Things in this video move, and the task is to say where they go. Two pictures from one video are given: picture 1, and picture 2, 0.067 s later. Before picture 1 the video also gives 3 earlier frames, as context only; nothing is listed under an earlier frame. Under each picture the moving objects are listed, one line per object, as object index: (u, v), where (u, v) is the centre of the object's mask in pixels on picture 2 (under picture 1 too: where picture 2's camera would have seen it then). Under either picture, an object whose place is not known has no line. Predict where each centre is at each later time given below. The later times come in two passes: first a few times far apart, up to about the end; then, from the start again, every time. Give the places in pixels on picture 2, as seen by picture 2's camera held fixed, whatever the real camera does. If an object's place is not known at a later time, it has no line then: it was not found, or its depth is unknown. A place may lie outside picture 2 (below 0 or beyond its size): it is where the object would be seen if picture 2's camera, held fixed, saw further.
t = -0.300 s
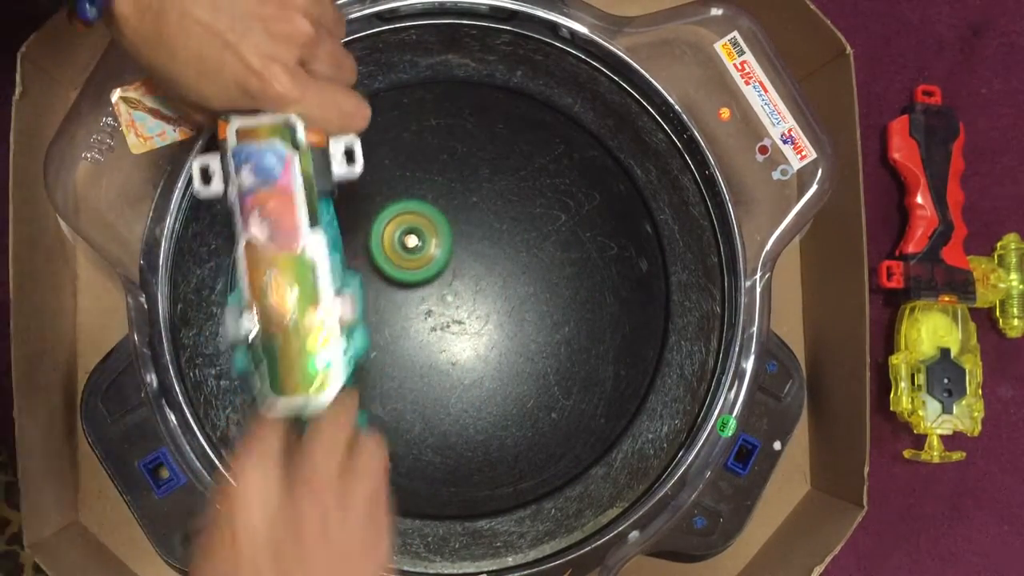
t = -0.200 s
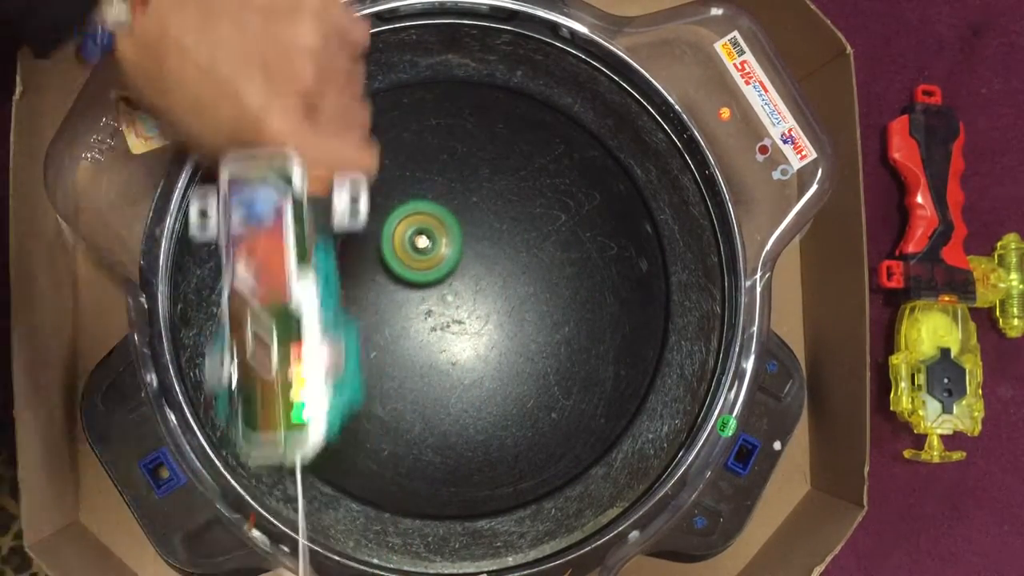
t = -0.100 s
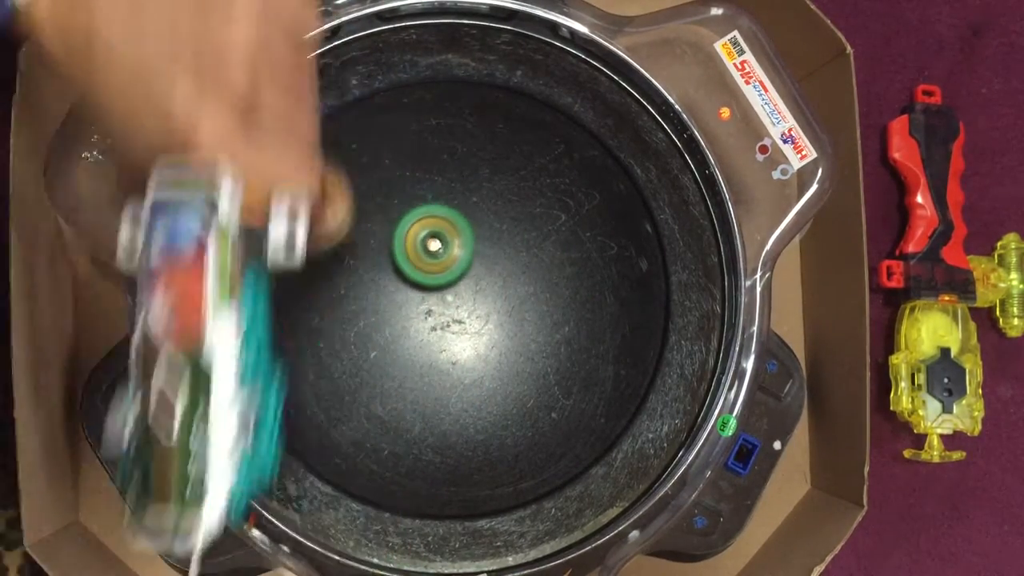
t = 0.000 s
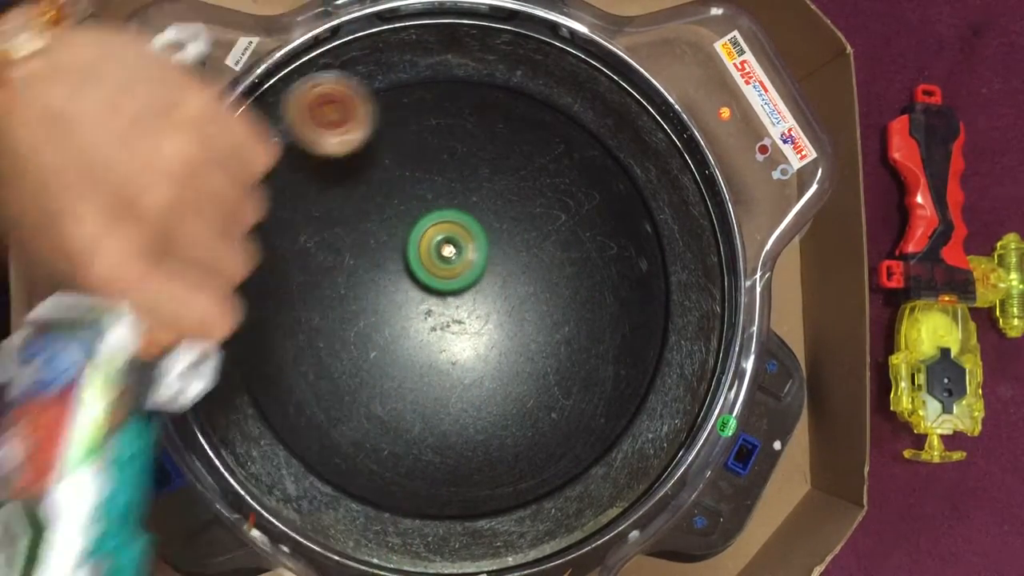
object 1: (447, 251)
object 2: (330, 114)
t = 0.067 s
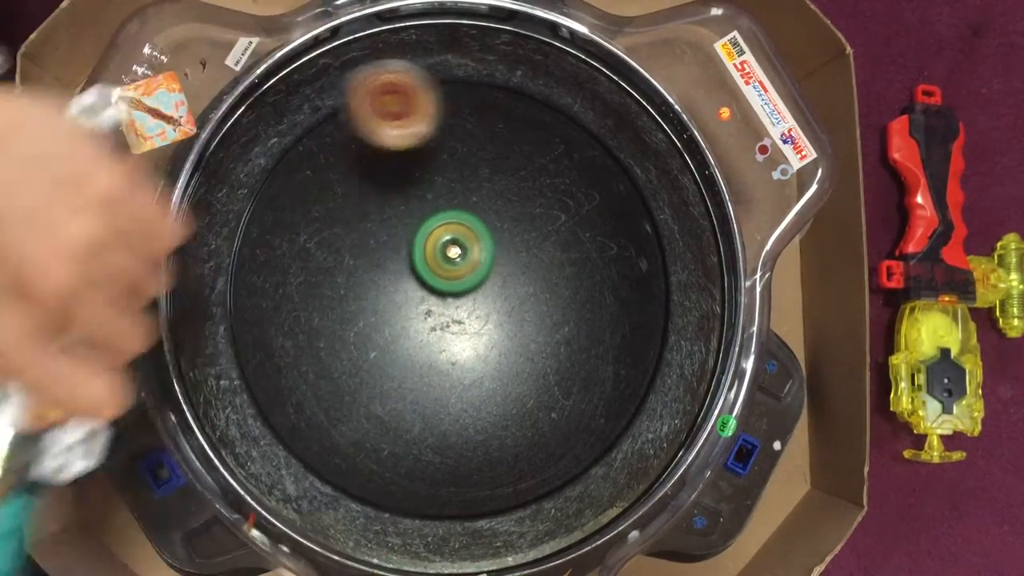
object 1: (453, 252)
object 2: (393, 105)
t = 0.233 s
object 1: (470, 257)
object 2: (536, 160)
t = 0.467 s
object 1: (499, 258)
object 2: (566, 343)
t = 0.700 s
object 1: (516, 263)
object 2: (457, 375)
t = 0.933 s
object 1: (515, 275)
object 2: (421, 292)
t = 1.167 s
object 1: (498, 302)
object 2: (386, 233)
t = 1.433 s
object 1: (479, 339)
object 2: (355, 244)
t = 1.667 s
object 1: (466, 353)
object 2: (384, 275)
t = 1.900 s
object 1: (450, 352)
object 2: (456, 253)
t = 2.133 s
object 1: (432, 341)
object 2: (489, 212)
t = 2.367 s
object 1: (416, 320)
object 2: (472, 193)
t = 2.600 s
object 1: (409, 307)
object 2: (457, 228)
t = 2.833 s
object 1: (399, 328)
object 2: (503, 247)
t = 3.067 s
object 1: (436, 301)
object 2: (529, 266)
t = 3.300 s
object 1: (402, 285)
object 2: (582, 268)
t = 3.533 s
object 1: (414, 282)
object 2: (543, 258)
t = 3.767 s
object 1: (399, 271)
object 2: (529, 296)
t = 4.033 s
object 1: (393, 271)
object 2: (518, 349)
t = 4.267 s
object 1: (418, 272)
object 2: (514, 364)
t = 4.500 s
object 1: (444, 251)
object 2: (500, 365)
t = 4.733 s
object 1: (433, 208)
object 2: (481, 372)
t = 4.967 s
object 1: (445, 241)
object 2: (465, 346)
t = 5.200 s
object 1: (466, 240)
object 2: (410, 360)
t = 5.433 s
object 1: (482, 273)
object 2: (382, 357)
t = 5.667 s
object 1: (496, 312)
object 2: (393, 342)
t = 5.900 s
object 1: (515, 343)
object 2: (403, 309)
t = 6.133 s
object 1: (516, 353)
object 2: (414, 250)
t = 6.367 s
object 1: (493, 348)
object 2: (410, 215)
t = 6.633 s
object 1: (447, 330)
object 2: (419, 240)
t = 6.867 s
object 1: (424, 348)
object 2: (437, 228)
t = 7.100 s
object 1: (417, 346)
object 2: (465, 235)
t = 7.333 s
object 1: (396, 339)
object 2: (493, 241)
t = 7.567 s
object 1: (384, 340)
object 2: (518, 243)
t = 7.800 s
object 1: (404, 310)
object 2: (486, 271)
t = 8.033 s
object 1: (413, 287)
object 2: (499, 295)
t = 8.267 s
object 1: (411, 268)
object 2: (500, 335)
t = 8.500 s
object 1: (432, 260)
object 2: (489, 333)
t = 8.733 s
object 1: (451, 263)
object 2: (458, 358)
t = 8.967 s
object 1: (476, 258)
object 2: (444, 374)
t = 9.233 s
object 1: (495, 274)
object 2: (445, 358)
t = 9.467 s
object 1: (504, 272)
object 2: (419, 348)
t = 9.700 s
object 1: (525, 275)
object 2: (389, 340)
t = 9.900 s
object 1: (521, 279)
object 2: (393, 327)
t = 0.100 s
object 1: (455, 252)
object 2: (426, 108)
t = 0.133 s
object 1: (458, 253)
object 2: (461, 115)
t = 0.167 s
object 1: (462, 255)
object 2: (491, 127)
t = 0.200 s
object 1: (466, 256)
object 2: (518, 141)
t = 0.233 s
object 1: (470, 257)
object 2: (536, 160)
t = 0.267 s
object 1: (474, 257)
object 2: (552, 184)
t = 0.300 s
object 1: (479, 258)
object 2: (565, 211)
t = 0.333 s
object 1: (484, 259)
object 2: (575, 240)
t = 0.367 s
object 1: (489, 259)
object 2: (581, 270)
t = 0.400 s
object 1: (493, 258)
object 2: (579, 295)
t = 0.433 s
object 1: (496, 257)
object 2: (576, 321)
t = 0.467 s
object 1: (499, 258)
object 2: (566, 343)
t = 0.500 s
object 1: (502, 259)
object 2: (554, 362)
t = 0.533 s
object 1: (505, 260)
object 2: (538, 376)
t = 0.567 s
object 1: (508, 261)
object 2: (521, 387)
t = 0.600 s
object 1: (510, 261)
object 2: (504, 391)
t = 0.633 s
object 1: (513, 262)
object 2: (486, 390)
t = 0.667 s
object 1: (515, 263)
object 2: (470, 385)
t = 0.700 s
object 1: (516, 263)
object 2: (457, 375)
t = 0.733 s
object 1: (517, 264)
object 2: (446, 363)
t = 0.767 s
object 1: (517, 265)
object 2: (439, 351)
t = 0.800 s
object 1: (517, 267)
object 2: (434, 339)
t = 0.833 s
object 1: (517, 269)
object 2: (431, 327)
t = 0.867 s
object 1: (516, 271)
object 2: (427, 315)
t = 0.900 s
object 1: (515, 273)
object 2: (425, 305)
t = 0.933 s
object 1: (515, 275)
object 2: (421, 292)
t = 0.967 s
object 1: (513, 278)
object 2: (417, 281)
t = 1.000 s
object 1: (511, 281)
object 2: (413, 270)
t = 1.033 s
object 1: (509, 284)
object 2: (408, 260)
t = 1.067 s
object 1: (507, 288)
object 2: (403, 251)
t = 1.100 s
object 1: (504, 292)
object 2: (399, 244)
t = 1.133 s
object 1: (501, 297)
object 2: (392, 238)
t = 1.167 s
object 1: (498, 302)
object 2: (386, 233)
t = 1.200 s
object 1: (496, 307)
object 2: (381, 230)
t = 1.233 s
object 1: (493, 312)
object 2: (375, 228)
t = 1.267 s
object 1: (491, 317)
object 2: (370, 228)
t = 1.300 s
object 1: (488, 322)
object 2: (365, 229)
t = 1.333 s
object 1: (486, 326)
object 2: (361, 231)
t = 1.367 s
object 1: (483, 331)
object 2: (358, 234)
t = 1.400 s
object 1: (481, 335)
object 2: (356, 239)
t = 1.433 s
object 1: (479, 339)
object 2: (355, 244)
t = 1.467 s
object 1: (477, 342)
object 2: (354, 250)
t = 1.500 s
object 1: (475, 345)
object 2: (355, 256)
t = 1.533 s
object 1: (473, 347)
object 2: (357, 262)
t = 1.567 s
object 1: (472, 349)
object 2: (362, 268)
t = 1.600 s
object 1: (470, 351)
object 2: (366, 272)
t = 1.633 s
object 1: (468, 352)
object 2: (373, 274)
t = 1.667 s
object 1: (466, 353)
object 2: (384, 275)
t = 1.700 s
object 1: (464, 354)
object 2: (394, 275)
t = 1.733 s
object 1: (462, 354)
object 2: (406, 273)
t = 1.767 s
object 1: (459, 354)
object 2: (417, 270)
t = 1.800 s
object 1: (457, 354)
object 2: (427, 267)
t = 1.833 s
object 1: (454, 354)
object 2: (438, 263)
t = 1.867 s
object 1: (452, 353)
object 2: (448, 258)
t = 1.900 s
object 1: (450, 352)
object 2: (456, 253)
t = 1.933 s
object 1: (447, 351)
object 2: (464, 248)
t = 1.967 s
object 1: (444, 350)
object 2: (470, 242)
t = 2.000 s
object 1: (442, 349)
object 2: (477, 235)
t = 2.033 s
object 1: (440, 347)
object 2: (481, 229)
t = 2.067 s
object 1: (437, 346)
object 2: (485, 223)
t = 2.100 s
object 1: (435, 343)
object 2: (487, 218)
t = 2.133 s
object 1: (432, 341)
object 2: (489, 212)
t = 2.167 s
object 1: (430, 338)
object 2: (489, 208)
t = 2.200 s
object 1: (428, 335)
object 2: (489, 204)
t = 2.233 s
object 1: (425, 332)
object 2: (487, 200)
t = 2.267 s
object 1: (423, 328)
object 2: (484, 197)
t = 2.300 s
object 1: (420, 325)
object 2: (481, 195)
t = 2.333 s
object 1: (418, 323)
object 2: (477, 193)
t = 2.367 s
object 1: (416, 320)
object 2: (472, 193)
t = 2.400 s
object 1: (414, 317)
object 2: (468, 196)
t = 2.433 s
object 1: (413, 316)
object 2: (464, 200)
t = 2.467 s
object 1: (412, 314)
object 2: (461, 206)
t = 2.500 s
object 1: (411, 311)
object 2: (459, 212)
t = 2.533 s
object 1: (411, 309)
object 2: (457, 218)
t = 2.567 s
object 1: (411, 307)
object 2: (455, 224)
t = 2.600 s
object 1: (409, 307)
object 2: (457, 228)
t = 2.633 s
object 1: (399, 315)
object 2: (467, 226)
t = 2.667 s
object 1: (394, 320)
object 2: (475, 227)
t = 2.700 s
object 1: (391, 324)
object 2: (481, 229)
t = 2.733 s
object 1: (390, 327)
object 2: (488, 234)
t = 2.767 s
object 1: (392, 329)
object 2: (493, 239)
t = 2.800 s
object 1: (395, 329)
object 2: (498, 243)
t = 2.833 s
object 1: (399, 328)
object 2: (503, 247)
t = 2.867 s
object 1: (404, 326)
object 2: (508, 251)
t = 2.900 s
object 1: (410, 323)
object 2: (512, 254)
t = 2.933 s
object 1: (415, 319)
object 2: (516, 257)
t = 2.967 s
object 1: (421, 316)
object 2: (520, 259)
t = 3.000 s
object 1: (426, 311)
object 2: (523, 262)
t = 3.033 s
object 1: (432, 306)
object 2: (526, 264)
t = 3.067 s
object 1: (436, 301)
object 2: (529, 266)
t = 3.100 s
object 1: (441, 297)
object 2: (530, 267)
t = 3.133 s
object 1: (445, 293)
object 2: (532, 268)
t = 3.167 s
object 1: (441, 290)
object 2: (543, 268)
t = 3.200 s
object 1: (426, 288)
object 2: (561, 269)
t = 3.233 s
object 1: (415, 286)
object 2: (575, 270)
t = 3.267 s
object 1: (407, 286)
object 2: (581, 270)
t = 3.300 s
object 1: (402, 285)
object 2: (582, 268)
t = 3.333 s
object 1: (399, 284)
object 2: (582, 265)
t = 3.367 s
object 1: (398, 285)
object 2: (578, 260)
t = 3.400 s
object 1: (399, 285)
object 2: (573, 257)
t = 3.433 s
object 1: (402, 284)
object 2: (566, 255)
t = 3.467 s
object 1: (405, 284)
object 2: (559, 255)
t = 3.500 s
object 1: (409, 283)
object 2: (551, 256)
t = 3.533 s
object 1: (414, 282)
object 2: (543, 258)
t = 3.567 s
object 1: (418, 280)
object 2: (535, 260)
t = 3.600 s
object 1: (423, 278)
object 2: (528, 262)
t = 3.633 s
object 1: (428, 277)
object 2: (520, 266)
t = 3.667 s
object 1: (427, 275)
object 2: (518, 271)
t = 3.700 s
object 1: (413, 273)
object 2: (525, 278)
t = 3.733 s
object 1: (404, 272)
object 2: (529, 288)
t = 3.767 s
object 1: (399, 271)
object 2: (529, 296)
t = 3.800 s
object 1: (395, 270)
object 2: (528, 304)
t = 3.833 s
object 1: (392, 270)
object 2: (526, 312)
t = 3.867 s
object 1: (390, 270)
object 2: (525, 319)
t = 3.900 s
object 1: (389, 270)
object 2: (523, 326)
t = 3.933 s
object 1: (389, 270)
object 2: (522, 333)
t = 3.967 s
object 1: (390, 270)
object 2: (520, 339)
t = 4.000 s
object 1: (391, 270)
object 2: (519, 344)
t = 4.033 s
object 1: (393, 271)
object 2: (518, 349)
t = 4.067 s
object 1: (396, 271)
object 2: (517, 353)
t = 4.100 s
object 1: (399, 271)
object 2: (516, 358)
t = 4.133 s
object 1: (402, 271)
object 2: (516, 360)
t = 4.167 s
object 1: (405, 271)
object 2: (516, 362)
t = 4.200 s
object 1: (410, 271)
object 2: (516, 364)
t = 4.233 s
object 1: (414, 272)
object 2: (515, 365)
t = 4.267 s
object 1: (418, 272)
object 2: (514, 364)
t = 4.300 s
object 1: (423, 272)
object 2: (512, 362)
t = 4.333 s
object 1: (429, 273)
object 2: (510, 359)
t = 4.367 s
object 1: (434, 273)
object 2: (507, 355)
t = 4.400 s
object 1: (439, 273)
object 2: (503, 352)
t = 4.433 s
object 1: (443, 274)
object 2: (499, 349)
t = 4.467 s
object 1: (447, 270)
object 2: (498, 350)
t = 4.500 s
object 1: (444, 251)
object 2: (500, 365)
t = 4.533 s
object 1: (443, 235)
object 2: (499, 374)
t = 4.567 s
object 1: (440, 224)
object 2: (497, 380)
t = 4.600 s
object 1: (438, 216)
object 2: (493, 382)
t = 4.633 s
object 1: (436, 210)
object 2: (490, 382)
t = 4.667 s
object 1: (435, 207)
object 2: (487, 379)
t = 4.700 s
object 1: (433, 207)
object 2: (484, 376)
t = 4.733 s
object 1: (433, 208)
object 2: (481, 372)
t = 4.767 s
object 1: (433, 211)
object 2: (478, 368)
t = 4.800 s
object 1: (434, 214)
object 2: (475, 363)
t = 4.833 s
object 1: (435, 219)
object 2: (473, 359)
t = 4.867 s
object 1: (437, 224)
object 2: (470, 354)
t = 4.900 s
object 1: (439, 229)
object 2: (469, 351)
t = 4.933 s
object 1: (442, 235)
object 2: (467, 348)
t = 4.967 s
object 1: (445, 241)
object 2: (465, 346)
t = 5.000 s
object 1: (448, 246)
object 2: (460, 342)
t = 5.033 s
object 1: (452, 250)
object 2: (452, 341)
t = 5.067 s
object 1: (457, 243)
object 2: (443, 351)
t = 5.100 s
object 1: (460, 239)
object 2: (435, 357)
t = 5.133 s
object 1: (463, 238)
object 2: (426, 360)
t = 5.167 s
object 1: (465, 238)
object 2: (418, 361)
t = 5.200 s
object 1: (466, 240)
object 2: (410, 360)
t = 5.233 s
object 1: (468, 243)
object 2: (405, 360)
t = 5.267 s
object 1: (469, 247)
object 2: (399, 359)
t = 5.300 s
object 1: (472, 252)
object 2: (395, 359)
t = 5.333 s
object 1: (475, 257)
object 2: (390, 359)
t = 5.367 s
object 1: (477, 262)
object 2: (387, 358)
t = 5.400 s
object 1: (480, 268)
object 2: (384, 358)
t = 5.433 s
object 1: (482, 273)
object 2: (382, 357)
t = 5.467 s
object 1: (485, 279)
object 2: (381, 356)
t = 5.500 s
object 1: (488, 285)
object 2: (380, 355)
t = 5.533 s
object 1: (490, 291)
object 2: (381, 353)
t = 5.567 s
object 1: (491, 296)
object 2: (382, 352)
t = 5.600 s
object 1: (493, 302)
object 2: (385, 349)
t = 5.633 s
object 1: (494, 307)
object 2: (389, 346)
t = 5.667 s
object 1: (496, 312)
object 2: (393, 342)
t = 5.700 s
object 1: (496, 317)
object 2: (398, 337)
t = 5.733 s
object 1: (497, 322)
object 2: (402, 334)
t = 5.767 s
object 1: (497, 327)
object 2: (407, 331)
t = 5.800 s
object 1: (499, 331)
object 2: (410, 328)
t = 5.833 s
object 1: (505, 336)
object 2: (406, 324)
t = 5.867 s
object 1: (510, 340)
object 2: (403, 317)
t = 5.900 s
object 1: (515, 343)
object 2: (403, 309)
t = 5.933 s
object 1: (516, 346)
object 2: (404, 300)
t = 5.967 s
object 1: (518, 348)
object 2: (406, 291)
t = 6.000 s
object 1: (519, 350)
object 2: (408, 281)
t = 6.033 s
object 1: (519, 351)
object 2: (409, 274)
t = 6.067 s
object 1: (518, 352)
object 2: (412, 265)
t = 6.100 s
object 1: (518, 353)
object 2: (413, 258)
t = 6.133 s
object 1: (516, 353)
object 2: (414, 250)
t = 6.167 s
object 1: (515, 353)
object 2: (414, 244)
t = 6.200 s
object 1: (513, 353)
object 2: (414, 237)
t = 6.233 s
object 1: (511, 352)
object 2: (413, 232)
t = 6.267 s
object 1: (507, 351)
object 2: (413, 226)
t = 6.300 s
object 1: (502, 350)
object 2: (413, 222)
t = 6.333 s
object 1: (498, 349)
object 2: (411, 218)
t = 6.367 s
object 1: (493, 348)
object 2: (410, 215)
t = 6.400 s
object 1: (488, 346)
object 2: (409, 214)
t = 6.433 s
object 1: (482, 344)
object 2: (407, 215)
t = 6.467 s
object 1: (477, 342)
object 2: (407, 218)
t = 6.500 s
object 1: (471, 340)
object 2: (408, 221)
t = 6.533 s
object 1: (465, 338)
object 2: (410, 225)
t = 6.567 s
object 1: (459, 335)
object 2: (413, 230)
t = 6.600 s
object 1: (453, 332)
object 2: (416, 235)
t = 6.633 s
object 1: (447, 330)
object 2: (419, 240)
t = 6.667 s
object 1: (442, 329)
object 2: (421, 243)
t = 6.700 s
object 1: (438, 331)
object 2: (423, 241)
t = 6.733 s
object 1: (436, 331)
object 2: (425, 241)
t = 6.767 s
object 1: (433, 330)
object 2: (427, 242)
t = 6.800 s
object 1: (429, 333)
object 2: (429, 240)
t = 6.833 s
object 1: (426, 342)
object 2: (433, 232)
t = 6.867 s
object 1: (424, 348)
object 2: (437, 228)
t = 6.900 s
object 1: (423, 351)
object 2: (443, 227)
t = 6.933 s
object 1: (422, 352)
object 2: (450, 227)
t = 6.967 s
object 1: (421, 353)
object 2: (456, 227)
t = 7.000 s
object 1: (419, 352)
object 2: (460, 227)
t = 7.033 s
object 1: (418, 350)
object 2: (463, 228)
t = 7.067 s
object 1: (418, 348)
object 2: (464, 231)
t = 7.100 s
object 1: (417, 346)
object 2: (465, 235)
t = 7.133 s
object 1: (416, 344)
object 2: (466, 239)
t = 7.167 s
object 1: (416, 340)
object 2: (465, 243)
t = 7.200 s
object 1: (416, 336)
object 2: (465, 247)
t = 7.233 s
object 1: (417, 332)
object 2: (465, 251)
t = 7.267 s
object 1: (418, 328)
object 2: (465, 254)
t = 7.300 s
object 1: (408, 332)
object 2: (475, 249)
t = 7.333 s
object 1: (396, 339)
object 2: (493, 241)
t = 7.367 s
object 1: (388, 344)
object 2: (507, 237)
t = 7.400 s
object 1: (384, 346)
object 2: (518, 235)
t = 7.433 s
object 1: (383, 346)
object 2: (525, 235)
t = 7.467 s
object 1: (383, 346)
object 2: (529, 236)
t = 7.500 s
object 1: (383, 345)
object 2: (529, 238)
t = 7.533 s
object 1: (383, 342)
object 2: (525, 241)
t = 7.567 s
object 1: (384, 340)
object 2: (518, 243)
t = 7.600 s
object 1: (385, 337)
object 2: (511, 245)
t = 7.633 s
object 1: (387, 332)
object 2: (505, 248)
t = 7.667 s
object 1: (389, 328)
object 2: (499, 251)
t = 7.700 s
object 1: (392, 324)
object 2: (495, 254)
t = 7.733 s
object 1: (395, 319)
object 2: (491, 259)
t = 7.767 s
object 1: (399, 315)
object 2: (488, 265)
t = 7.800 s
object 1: (404, 310)
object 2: (486, 271)
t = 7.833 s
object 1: (404, 306)
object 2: (489, 278)
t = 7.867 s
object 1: (403, 303)
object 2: (493, 285)
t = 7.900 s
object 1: (403, 300)
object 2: (496, 290)
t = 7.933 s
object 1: (404, 297)
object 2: (498, 292)
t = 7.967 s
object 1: (406, 294)
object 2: (498, 294)
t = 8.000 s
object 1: (409, 291)
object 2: (498, 294)
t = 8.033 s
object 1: (413, 287)
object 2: (499, 295)
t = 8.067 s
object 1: (408, 281)
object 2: (506, 298)
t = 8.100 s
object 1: (406, 277)
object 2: (511, 302)
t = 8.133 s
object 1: (405, 274)
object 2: (512, 308)
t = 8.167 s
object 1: (405, 272)
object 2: (511, 315)
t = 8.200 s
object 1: (406, 270)
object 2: (506, 323)
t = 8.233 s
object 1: (408, 268)
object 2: (503, 330)
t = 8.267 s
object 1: (411, 268)
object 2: (500, 335)
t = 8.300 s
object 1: (414, 267)
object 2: (499, 337)
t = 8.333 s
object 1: (417, 266)
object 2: (497, 337)
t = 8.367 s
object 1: (421, 265)
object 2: (495, 336)
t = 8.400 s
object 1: (424, 265)
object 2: (492, 334)
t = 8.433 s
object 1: (428, 265)
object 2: (490, 332)
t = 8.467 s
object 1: (432, 264)
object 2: (488, 331)
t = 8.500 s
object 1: (432, 260)
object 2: (489, 333)
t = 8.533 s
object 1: (434, 258)
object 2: (488, 335)
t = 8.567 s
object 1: (435, 258)
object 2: (483, 339)
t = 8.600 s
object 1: (438, 257)
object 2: (478, 343)
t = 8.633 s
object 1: (441, 258)
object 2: (474, 347)
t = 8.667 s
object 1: (444, 259)
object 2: (470, 352)
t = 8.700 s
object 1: (447, 261)
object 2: (464, 355)
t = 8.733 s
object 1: (451, 263)
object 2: (458, 358)
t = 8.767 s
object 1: (454, 265)
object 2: (452, 359)
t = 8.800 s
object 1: (456, 268)
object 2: (448, 358)
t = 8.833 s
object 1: (460, 268)
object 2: (446, 358)
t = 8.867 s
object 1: (466, 262)
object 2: (443, 364)
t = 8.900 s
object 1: (470, 260)
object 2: (441, 370)
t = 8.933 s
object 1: (473, 258)
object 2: (442, 372)
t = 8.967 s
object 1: (476, 258)
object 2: (444, 374)
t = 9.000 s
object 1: (479, 259)
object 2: (446, 373)
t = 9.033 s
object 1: (482, 260)
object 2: (450, 373)
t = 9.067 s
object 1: (484, 263)
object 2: (454, 373)
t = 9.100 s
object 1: (486, 265)
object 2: (455, 372)
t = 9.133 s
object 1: (488, 268)
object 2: (456, 369)
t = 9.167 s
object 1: (489, 272)
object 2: (455, 363)
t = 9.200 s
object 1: (490, 276)
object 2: (453, 357)
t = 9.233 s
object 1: (495, 274)
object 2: (445, 358)
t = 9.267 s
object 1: (501, 269)
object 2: (435, 361)
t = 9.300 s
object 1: (503, 268)
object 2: (427, 361)
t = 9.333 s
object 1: (504, 267)
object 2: (422, 360)
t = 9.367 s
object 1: (505, 268)
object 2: (419, 358)
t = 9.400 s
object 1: (505, 268)
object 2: (417, 355)
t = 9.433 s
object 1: (505, 270)
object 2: (417, 351)
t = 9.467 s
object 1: (504, 272)
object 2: (419, 348)
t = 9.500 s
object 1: (503, 275)
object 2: (421, 344)
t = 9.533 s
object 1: (502, 277)
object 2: (423, 341)
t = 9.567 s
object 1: (500, 280)
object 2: (426, 338)
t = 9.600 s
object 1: (498, 282)
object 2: (428, 335)
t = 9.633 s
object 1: (511, 279)
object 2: (413, 339)
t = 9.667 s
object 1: (521, 277)
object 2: (399, 341)
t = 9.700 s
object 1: (525, 275)
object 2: (389, 340)
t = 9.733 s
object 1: (527, 274)
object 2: (384, 339)
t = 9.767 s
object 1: (528, 273)
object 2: (383, 337)
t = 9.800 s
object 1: (527, 274)
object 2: (384, 335)
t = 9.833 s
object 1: (526, 275)
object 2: (386, 332)
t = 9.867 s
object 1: (523, 277)
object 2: (389, 330)
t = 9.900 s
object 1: (521, 279)
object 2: (393, 327)
